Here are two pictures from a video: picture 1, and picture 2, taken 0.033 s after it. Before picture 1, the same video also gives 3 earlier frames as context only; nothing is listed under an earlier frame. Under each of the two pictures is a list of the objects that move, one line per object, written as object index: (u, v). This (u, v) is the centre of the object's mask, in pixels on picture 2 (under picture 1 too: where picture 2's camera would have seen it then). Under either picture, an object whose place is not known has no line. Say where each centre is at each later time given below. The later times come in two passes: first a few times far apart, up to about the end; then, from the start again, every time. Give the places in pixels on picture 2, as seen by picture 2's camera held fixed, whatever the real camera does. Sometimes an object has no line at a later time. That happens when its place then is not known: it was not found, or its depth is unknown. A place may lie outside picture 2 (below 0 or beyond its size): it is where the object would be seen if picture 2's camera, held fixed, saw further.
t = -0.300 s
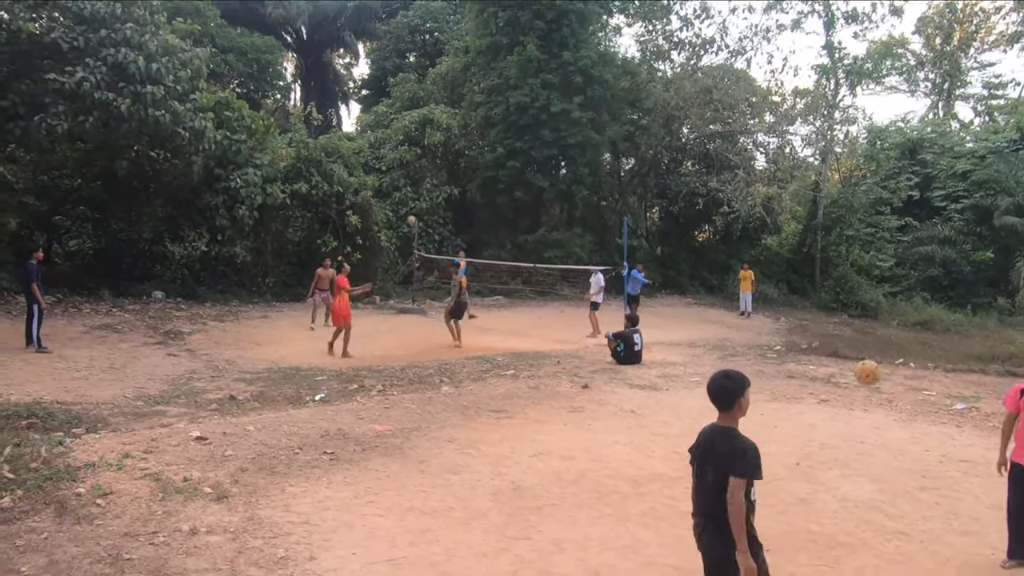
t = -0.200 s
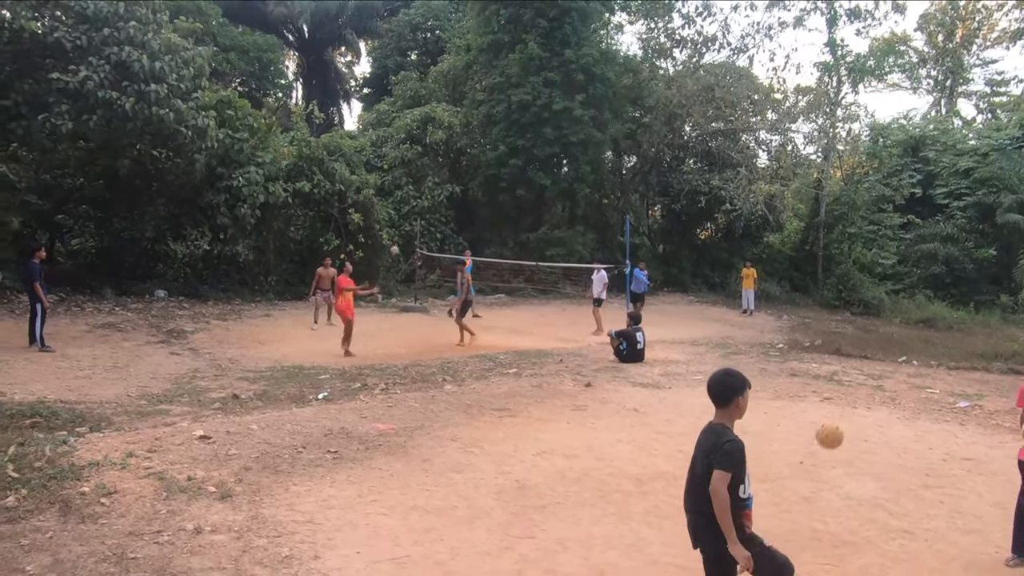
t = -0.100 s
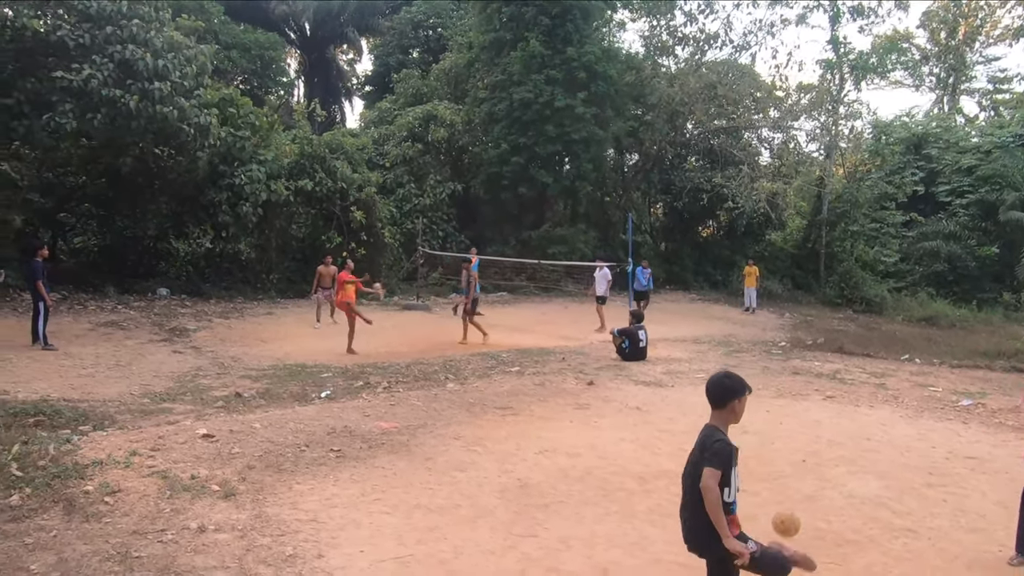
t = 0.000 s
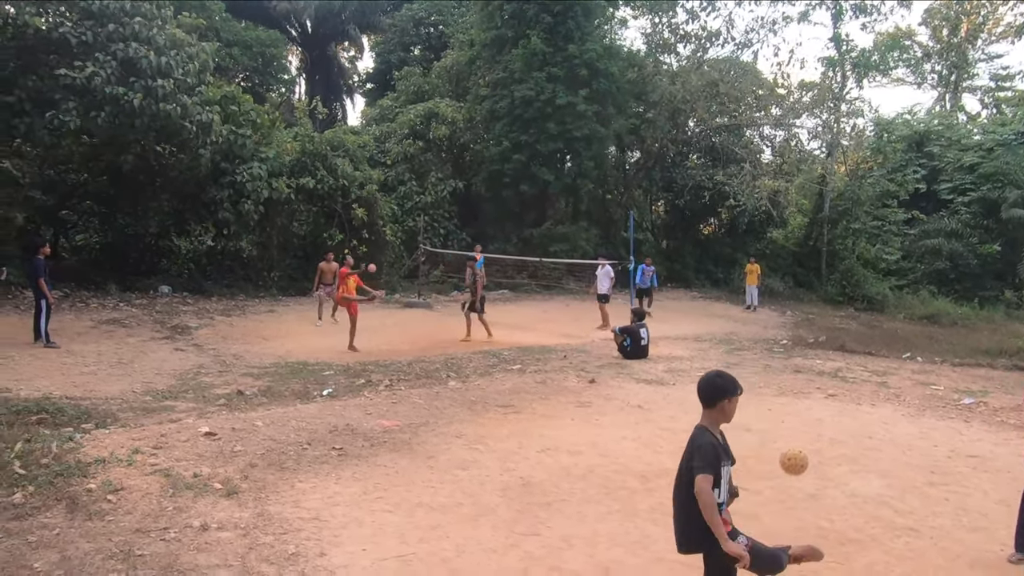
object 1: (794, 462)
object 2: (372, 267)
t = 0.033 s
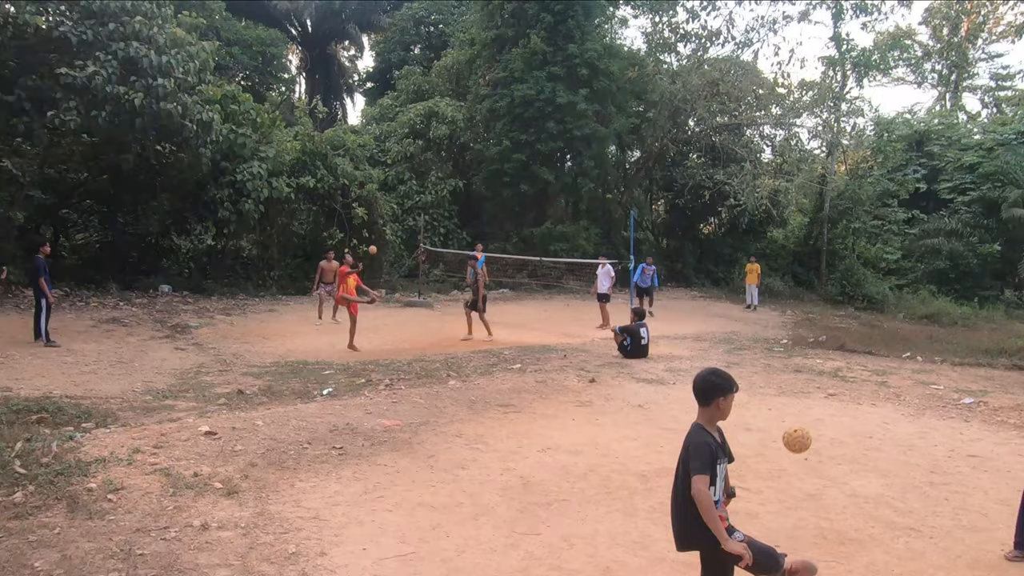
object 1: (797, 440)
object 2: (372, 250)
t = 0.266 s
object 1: (813, 348)
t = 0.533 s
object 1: (820, 380)
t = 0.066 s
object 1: (800, 421)
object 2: (373, 233)
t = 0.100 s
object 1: (802, 403)
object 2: (374, 216)
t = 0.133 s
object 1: (805, 387)
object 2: (374, 201)
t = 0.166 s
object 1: (808, 374)
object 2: (374, 186)
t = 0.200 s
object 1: (810, 363)
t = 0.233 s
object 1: (812, 355)
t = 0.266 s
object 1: (813, 348)
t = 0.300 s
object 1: (815, 344)
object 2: (376, 135)
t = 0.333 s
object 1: (816, 343)
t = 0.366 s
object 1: (817, 344)
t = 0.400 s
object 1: (818, 345)
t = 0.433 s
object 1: (819, 350)
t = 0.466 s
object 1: (820, 358)
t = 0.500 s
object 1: (821, 368)
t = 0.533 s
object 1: (820, 380)
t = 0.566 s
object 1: (819, 395)
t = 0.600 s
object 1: (818, 410)
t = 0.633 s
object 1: (818, 430)
